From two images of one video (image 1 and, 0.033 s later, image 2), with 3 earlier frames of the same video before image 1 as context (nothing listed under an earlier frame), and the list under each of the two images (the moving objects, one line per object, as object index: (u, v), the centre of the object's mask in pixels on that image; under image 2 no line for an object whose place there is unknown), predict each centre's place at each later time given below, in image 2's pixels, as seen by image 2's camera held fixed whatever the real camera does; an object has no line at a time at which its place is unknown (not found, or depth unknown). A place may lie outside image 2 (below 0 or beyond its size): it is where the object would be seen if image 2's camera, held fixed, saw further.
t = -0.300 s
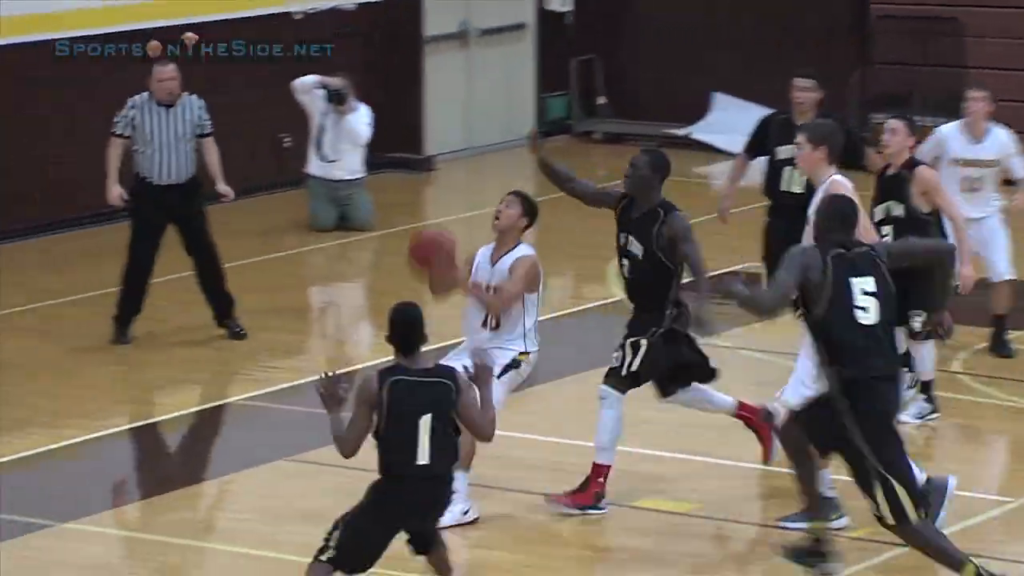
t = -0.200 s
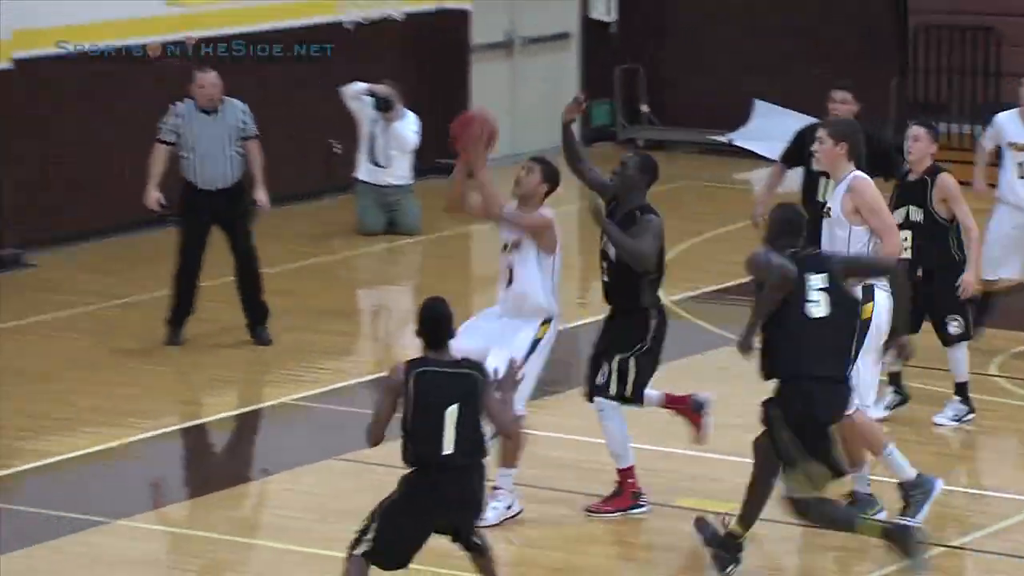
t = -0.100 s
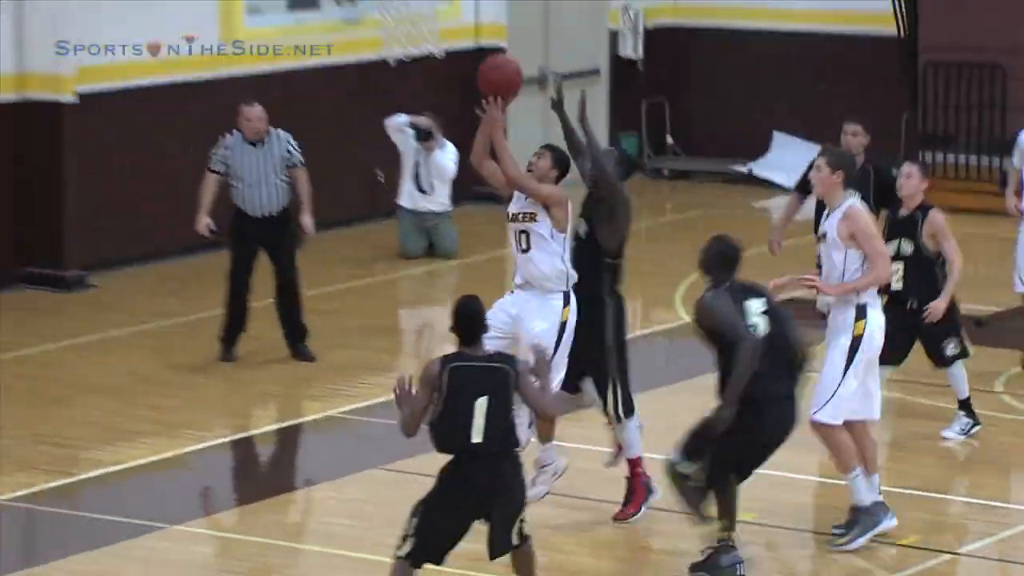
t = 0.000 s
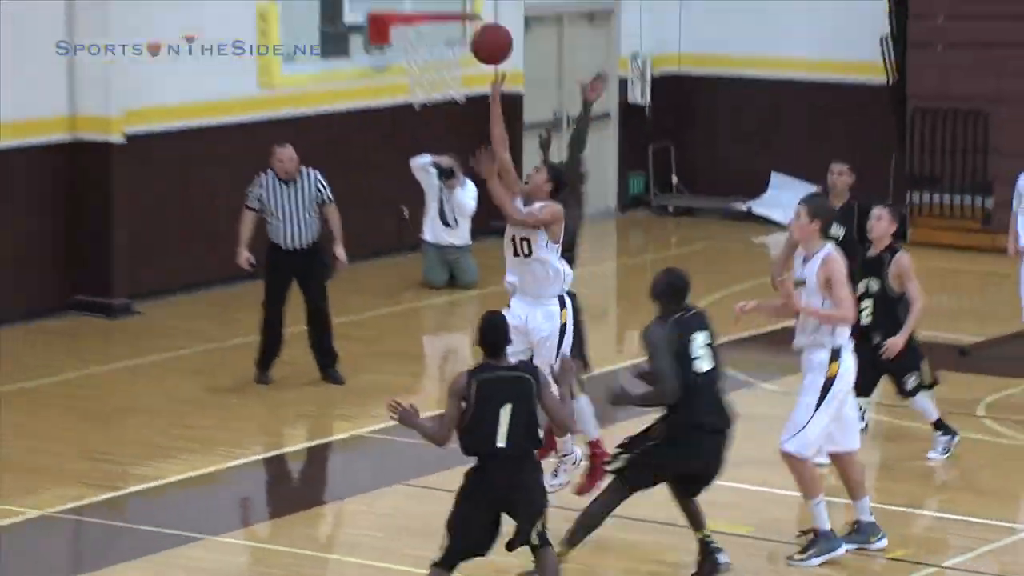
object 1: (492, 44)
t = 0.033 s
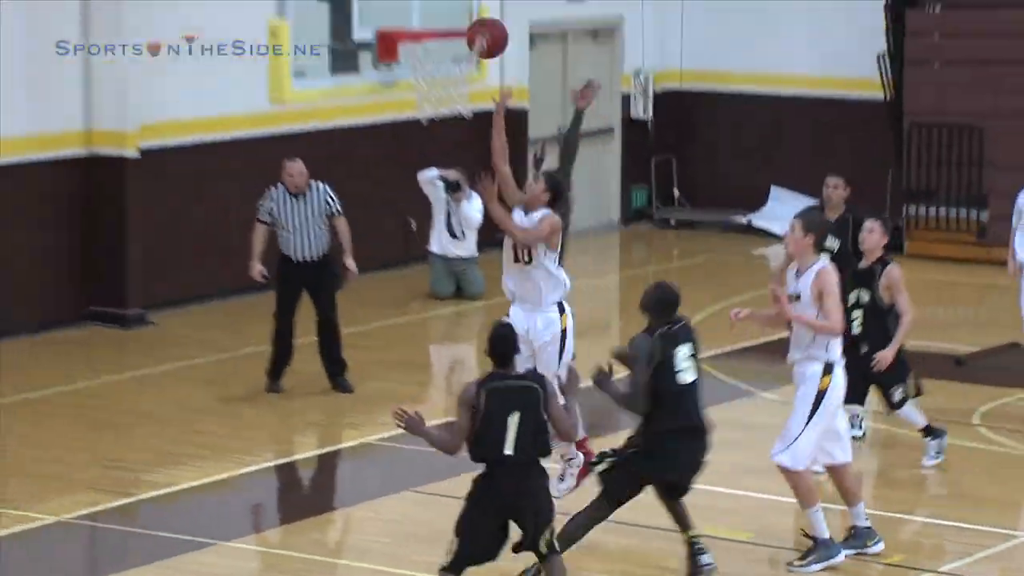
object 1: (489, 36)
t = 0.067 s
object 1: (477, 14)
